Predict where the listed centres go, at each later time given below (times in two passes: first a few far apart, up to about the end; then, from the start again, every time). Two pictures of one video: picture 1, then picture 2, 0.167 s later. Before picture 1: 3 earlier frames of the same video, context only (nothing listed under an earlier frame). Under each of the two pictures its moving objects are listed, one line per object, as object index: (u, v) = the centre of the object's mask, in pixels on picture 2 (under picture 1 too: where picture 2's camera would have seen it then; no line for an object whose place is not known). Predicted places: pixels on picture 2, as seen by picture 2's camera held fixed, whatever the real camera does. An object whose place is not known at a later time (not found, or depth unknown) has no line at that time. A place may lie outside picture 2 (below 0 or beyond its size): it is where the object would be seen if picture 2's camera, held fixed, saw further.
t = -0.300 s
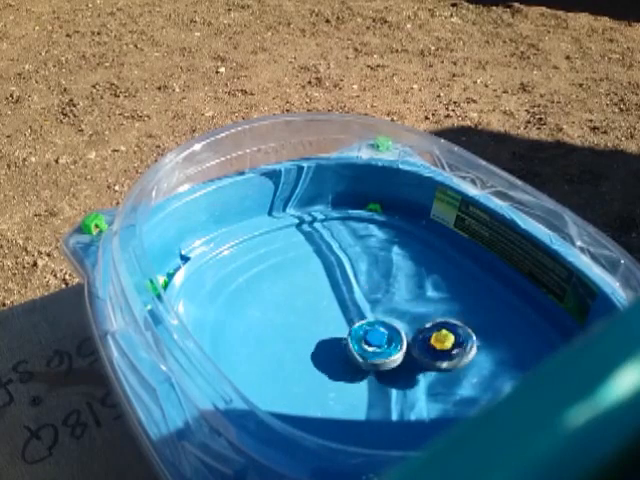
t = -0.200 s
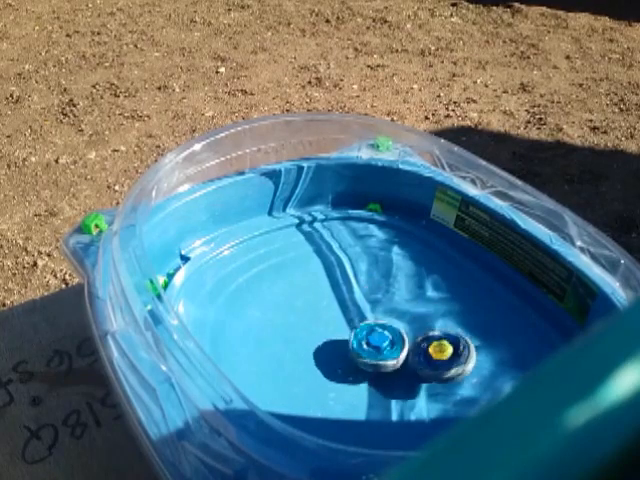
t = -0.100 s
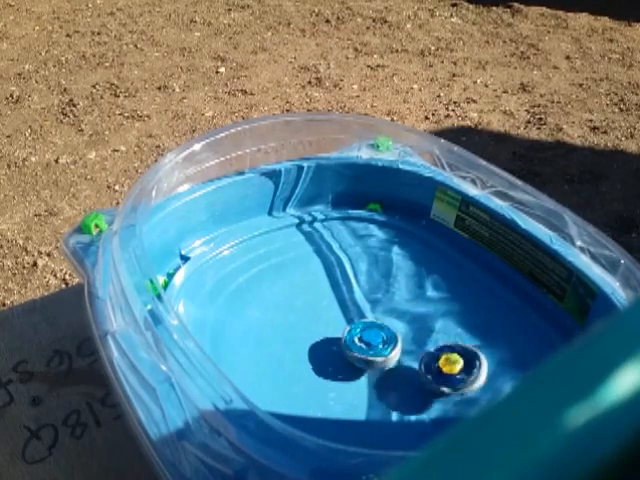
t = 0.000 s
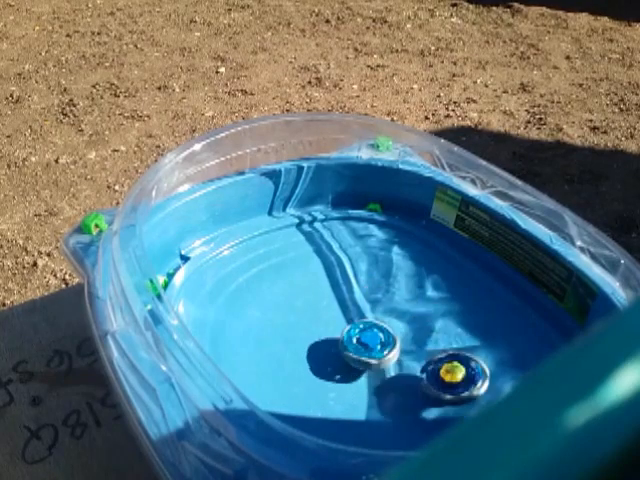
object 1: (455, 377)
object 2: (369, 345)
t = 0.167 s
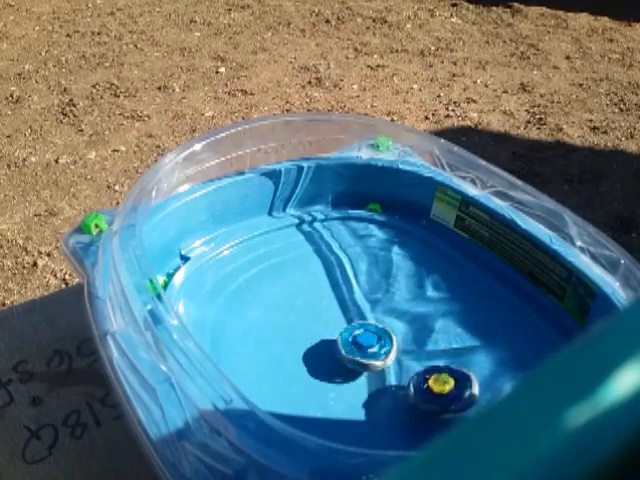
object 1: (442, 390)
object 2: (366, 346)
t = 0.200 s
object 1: (438, 391)
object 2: (366, 346)
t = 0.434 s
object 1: (396, 394)
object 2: (363, 349)
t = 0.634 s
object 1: (361, 395)
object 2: (362, 346)
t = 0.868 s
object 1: (328, 382)
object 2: (366, 343)
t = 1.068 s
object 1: (313, 367)
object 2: (370, 339)
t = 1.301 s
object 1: (316, 345)
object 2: (382, 342)
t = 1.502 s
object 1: (318, 328)
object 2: (397, 349)
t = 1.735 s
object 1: (344, 315)
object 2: (400, 356)
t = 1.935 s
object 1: (372, 310)
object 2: (392, 362)
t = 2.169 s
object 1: (406, 317)
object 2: (380, 363)
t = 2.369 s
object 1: (425, 330)
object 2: (368, 357)
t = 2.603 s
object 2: (362, 347)
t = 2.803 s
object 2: (363, 338)
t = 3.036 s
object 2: (372, 333)
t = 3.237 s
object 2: (383, 336)
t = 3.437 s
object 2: (390, 344)
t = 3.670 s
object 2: (394, 355)
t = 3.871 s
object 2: (390, 362)
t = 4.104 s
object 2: (379, 365)
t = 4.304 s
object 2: (373, 363)
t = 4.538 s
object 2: (368, 357)
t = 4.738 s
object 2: (371, 349)
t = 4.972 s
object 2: (373, 345)
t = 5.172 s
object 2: (375, 346)
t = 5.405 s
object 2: (362, 342)
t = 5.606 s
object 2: (358, 344)
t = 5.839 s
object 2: (359, 345)
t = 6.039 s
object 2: (362, 340)
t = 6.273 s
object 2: (369, 336)
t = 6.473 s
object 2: (382, 339)
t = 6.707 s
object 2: (390, 347)
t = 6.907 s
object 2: (395, 359)
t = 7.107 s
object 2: (388, 365)
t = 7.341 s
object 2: (373, 366)
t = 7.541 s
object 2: (361, 359)
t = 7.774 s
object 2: (361, 347)
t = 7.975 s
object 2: (368, 337)
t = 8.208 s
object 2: (382, 338)
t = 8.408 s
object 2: (393, 345)
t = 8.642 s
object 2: (396, 352)
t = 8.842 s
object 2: (388, 358)
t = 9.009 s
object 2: (382, 361)
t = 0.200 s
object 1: (438, 391)
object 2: (366, 346)
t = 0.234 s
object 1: (434, 391)
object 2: (366, 347)
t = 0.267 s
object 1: (428, 393)
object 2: (365, 347)
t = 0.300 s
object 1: (423, 393)
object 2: (364, 347)
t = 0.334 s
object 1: (418, 394)
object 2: (364, 347)
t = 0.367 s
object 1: (409, 397)
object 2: (364, 348)
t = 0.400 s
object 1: (403, 395)
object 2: (363, 348)
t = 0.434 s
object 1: (396, 394)
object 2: (363, 349)
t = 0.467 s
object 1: (388, 394)
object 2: (364, 349)
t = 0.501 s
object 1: (382, 395)
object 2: (362, 347)
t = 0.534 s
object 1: (376, 397)
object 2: (362, 346)
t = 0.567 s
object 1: (372, 396)
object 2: (363, 346)
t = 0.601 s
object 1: (366, 396)
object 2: (362, 346)
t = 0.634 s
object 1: (361, 395)
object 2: (362, 346)
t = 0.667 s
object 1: (356, 394)
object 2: (363, 345)
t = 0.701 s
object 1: (352, 392)
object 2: (362, 345)
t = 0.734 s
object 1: (348, 390)
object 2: (363, 344)
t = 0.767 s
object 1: (343, 388)
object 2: (363, 344)
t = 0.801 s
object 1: (339, 387)
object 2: (364, 344)
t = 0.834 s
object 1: (335, 384)
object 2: (365, 344)
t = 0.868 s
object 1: (328, 382)
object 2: (366, 343)
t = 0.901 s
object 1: (325, 380)
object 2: (367, 342)
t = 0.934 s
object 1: (321, 377)
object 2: (367, 341)
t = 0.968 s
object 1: (319, 375)
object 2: (368, 341)
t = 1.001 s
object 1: (316, 372)
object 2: (369, 340)
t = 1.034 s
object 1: (314, 369)
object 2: (370, 340)
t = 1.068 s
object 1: (313, 367)
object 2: (370, 339)
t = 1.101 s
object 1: (312, 364)
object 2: (370, 340)
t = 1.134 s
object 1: (312, 361)
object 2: (372, 340)
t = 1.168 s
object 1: (312, 358)
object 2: (373, 340)
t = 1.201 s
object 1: (313, 355)
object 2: (374, 341)
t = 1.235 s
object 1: (314, 352)
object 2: (375, 341)
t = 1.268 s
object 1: (316, 349)
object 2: (378, 341)
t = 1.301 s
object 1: (316, 345)
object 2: (382, 342)
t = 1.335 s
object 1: (312, 341)
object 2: (388, 343)
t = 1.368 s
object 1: (312, 338)
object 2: (392, 345)
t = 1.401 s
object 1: (313, 336)
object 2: (393, 345)
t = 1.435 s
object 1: (314, 332)
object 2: (394, 346)
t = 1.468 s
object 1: (315, 330)
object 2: (396, 347)
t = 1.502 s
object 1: (318, 328)
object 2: (397, 349)
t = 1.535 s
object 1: (321, 326)
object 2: (399, 350)
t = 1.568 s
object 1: (324, 323)
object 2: (399, 350)
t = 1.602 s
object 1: (328, 321)
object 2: (400, 351)
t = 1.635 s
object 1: (332, 320)
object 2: (401, 353)
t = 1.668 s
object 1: (336, 318)
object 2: (401, 355)
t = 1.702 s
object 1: (340, 316)
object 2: (400, 355)
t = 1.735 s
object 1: (344, 315)
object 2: (400, 356)
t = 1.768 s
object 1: (349, 314)
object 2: (399, 357)
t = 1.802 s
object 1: (354, 312)
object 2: (399, 359)
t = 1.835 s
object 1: (358, 311)
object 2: (397, 360)
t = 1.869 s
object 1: (362, 310)
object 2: (397, 360)
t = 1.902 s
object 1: (367, 310)
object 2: (394, 361)
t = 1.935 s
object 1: (372, 310)
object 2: (392, 362)
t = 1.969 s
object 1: (377, 310)
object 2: (391, 362)
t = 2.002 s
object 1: (382, 311)
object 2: (389, 363)
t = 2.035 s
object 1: (388, 312)
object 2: (389, 363)
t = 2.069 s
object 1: (393, 313)
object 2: (386, 364)
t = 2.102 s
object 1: (398, 314)
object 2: (384, 364)
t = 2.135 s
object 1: (402, 315)
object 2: (381, 364)
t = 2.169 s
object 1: (406, 317)
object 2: (380, 363)
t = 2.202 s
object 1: (410, 318)
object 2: (378, 362)
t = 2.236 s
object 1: (413, 319)
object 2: (375, 362)
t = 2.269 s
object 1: (416, 322)
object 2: (374, 361)
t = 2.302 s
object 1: (419, 324)
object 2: (372, 360)
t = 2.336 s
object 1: (422, 326)
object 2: (370, 359)
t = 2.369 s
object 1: (425, 330)
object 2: (368, 357)
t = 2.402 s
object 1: (427, 334)
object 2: (367, 357)
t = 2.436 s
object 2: (365, 355)
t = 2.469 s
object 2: (364, 354)
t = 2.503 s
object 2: (363, 352)
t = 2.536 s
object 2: (362, 351)
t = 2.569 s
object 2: (362, 349)
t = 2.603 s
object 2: (362, 347)
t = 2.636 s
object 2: (362, 346)
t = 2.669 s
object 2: (361, 344)
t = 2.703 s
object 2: (362, 343)
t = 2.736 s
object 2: (362, 341)
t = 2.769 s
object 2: (363, 340)
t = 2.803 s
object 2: (363, 338)
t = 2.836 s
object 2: (364, 337)
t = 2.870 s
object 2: (365, 336)
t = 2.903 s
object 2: (366, 336)
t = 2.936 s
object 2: (368, 335)
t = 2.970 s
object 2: (369, 334)
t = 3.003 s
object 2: (371, 333)
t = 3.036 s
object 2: (372, 333)
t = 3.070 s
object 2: (375, 333)
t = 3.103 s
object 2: (376, 333)
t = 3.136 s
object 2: (378, 334)
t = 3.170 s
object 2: (380, 335)
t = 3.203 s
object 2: (382, 335)
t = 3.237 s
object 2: (383, 336)
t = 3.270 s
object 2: (385, 337)
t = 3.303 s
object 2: (386, 338)
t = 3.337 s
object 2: (388, 340)
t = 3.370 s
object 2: (389, 341)
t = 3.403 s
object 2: (389, 343)
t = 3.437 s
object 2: (390, 344)
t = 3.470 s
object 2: (391, 347)
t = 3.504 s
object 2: (391, 348)
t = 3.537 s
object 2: (390, 349)
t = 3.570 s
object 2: (390, 351)
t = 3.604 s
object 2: (392, 353)
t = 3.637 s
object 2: (394, 354)
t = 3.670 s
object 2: (394, 355)
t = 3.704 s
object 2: (394, 356)
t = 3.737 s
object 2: (393, 358)
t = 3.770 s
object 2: (393, 359)
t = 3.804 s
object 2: (392, 359)
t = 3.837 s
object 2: (391, 361)
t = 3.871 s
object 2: (390, 362)
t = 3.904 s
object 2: (388, 363)
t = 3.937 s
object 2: (387, 364)
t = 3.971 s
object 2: (386, 364)
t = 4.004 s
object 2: (384, 365)
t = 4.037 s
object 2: (383, 365)
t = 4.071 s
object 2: (381, 365)
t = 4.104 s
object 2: (379, 365)
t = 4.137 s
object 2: (378, 364)
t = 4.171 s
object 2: (376, 364)
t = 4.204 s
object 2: (375, 364)
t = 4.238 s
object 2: (374, 364)
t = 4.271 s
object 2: (373, 364)
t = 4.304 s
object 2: (373, 363)
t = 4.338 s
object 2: (371, 362)
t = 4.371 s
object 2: (371, 362)
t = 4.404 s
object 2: (370, 361)
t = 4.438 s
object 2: (370, 360)
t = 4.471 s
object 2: (369, 359)
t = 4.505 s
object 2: (369, 358)
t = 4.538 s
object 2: (368, 357)
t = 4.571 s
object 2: (369, 355)
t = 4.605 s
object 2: (369, 354)
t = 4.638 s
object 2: (369, 353)
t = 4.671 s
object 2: (370, 351)
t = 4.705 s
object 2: (370, 350)
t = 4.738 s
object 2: (371, 349)
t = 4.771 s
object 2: (371, 348)
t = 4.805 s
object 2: (371, 347)
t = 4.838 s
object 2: (371, 346)
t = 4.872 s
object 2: (372, 346)
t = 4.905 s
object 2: (373, 346)
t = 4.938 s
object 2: (373, 345)
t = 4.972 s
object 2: (373, 345)
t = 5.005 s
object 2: (373, 345)
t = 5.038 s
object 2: (373, 345)
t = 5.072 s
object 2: (373, 345)
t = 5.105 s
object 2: (374, 345)
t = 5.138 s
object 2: (375, 346)
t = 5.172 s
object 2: (375, 346)
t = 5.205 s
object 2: (375, 346)
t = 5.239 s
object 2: (376, 347)
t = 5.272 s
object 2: (376, 347)
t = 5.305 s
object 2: (369, 345)
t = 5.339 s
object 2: (365, 342)
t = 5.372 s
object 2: (364, 343)
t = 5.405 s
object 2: (362, 342)
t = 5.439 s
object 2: (361, 343)
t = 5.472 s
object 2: (360, 343)
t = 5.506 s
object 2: (360, 343)
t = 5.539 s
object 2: (358, 343)
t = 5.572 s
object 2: (358, 344)
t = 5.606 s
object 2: (358, 344)
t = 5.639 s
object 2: (357, 344)
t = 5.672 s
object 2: (357, 344)
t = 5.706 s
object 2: (357, 344)
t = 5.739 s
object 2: (357, 344)
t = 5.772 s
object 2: (357, 344)
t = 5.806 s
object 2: (358, 345)
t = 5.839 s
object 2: (359, 345)
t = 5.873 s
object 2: (359, 345)
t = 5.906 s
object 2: (360, 344)
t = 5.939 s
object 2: (361, 341)
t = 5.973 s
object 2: (360, 342)
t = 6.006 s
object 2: (361, 341)
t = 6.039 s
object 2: (362, 340)
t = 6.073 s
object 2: (362, 339)
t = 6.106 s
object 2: (363, 338)
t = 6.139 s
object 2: (365, 338)
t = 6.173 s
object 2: (365, 337)
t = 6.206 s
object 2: (367, 336)
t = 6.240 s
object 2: (368, 336)
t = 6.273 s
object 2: (369, 336)
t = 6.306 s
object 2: (371, 336)
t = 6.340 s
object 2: (372, 337)
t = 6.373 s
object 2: (373, 337)
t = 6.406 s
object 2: (375, 339)
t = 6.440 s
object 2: (379, 337)
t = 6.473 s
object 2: (382, 339)
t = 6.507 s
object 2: (383, 340)
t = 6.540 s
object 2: (385, 341)
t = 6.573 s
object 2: (386, 341)
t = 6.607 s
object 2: (387, 343)
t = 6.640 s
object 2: (389, 344)
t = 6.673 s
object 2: (389, 345)
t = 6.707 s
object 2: (390, 347)
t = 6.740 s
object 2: (391, 349)
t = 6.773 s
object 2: (392, 351)
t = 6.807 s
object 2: (394, 353)
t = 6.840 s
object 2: (395, 356)
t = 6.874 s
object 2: (396, 356)
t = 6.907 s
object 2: (395, 359)
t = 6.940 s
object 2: (395, 360)
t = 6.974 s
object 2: (394, 361)
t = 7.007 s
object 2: (393, 362)
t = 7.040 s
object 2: (392, 363)
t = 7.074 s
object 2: (390, 364)
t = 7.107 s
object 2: (388, 365)
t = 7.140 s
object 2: (387, 366)
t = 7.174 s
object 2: (384, 366)
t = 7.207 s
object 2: (382, 366)
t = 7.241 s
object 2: (381, 367)
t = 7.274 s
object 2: (378, 367)
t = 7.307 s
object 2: (375, 367)
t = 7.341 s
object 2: (373, 366)
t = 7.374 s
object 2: (371, 366)
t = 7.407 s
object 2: (369, 365)
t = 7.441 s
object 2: (367, 363)
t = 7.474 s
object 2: (364, 362)
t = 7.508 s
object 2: (363, 361)
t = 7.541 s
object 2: (361, 359)
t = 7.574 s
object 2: (360, 357)
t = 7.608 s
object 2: (360, 356)
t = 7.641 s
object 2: (359, 354)
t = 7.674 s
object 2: (360, 352)
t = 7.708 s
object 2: (361, 351)
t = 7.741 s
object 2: (360, 349)
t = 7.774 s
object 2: (361, 347)
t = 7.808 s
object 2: (363, 346)
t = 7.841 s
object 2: (363, 344)
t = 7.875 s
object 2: (364, 342)
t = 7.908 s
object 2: (365, 340)
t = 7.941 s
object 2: (366, 339)
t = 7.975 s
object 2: (368, 337)
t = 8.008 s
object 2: (369, 336)
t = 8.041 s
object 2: (371, 336)
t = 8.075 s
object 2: (374, 336)
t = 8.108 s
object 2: (377, 335)
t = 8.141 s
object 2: (379, 336)
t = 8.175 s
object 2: (381, 337)
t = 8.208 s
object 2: (382, 338)
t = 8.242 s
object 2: (385, 338)
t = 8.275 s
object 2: (387, 338)
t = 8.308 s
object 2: (388, 340)
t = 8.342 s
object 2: (390, 341)
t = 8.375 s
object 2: (392, 344)
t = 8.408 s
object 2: (393, 345)
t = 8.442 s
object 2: (395, 346)
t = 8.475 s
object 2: (397, 346)
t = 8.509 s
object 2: (399, 347)
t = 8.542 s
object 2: (398, 348)
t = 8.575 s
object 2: (398, 350)
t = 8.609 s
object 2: (398, 350)
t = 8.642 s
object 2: (396, 352)
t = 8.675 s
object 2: (396, 353)
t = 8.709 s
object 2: (394, 354)
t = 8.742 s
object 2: (393, 355)
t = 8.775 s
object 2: (391, 356)
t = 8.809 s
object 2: (389, 357)
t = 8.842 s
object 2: (388, 358)
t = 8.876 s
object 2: (385, 358)
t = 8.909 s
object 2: (383, 359)
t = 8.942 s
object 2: (381, 359)
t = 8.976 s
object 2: (380, 360)
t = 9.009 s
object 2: (382, 361)
